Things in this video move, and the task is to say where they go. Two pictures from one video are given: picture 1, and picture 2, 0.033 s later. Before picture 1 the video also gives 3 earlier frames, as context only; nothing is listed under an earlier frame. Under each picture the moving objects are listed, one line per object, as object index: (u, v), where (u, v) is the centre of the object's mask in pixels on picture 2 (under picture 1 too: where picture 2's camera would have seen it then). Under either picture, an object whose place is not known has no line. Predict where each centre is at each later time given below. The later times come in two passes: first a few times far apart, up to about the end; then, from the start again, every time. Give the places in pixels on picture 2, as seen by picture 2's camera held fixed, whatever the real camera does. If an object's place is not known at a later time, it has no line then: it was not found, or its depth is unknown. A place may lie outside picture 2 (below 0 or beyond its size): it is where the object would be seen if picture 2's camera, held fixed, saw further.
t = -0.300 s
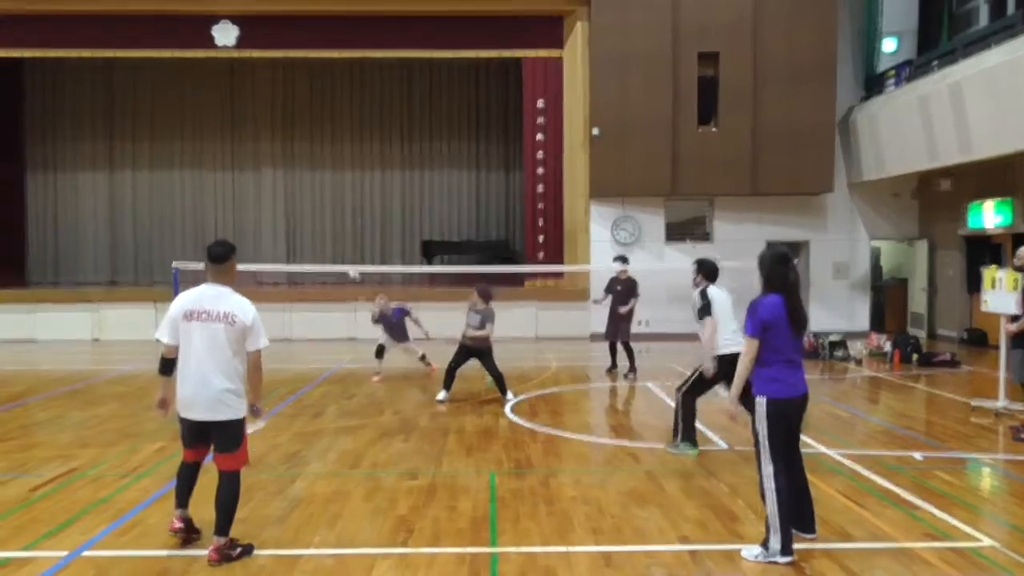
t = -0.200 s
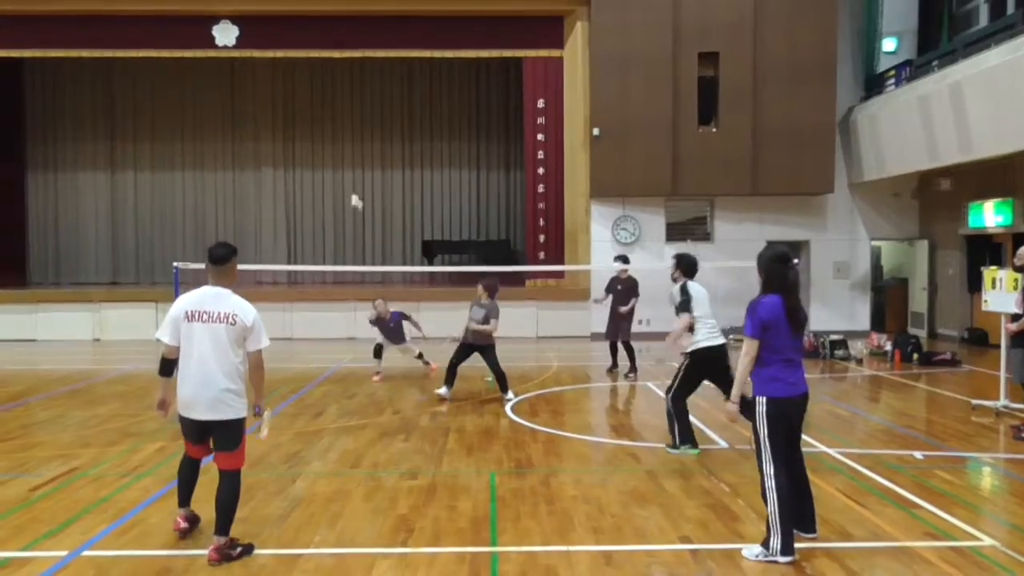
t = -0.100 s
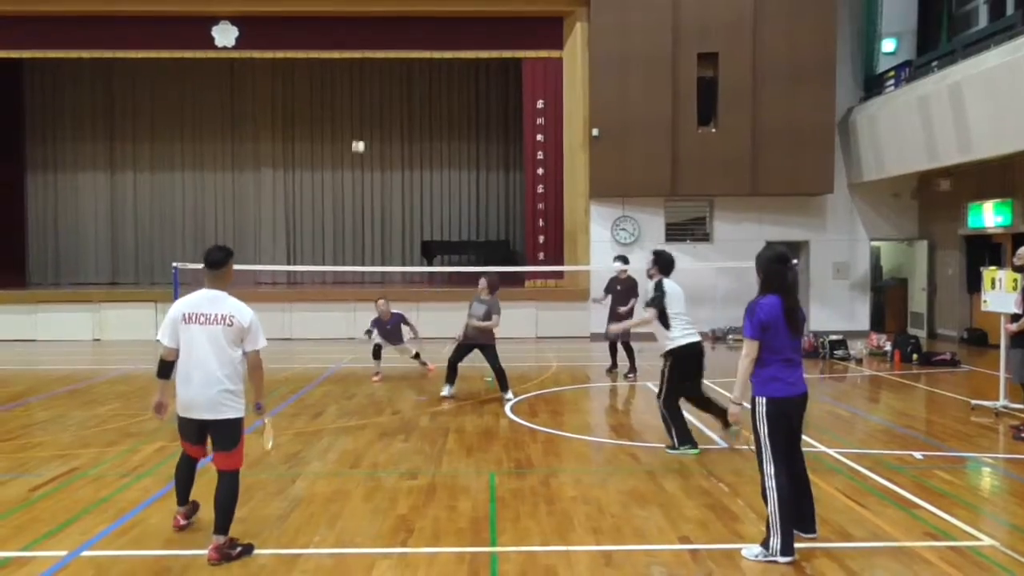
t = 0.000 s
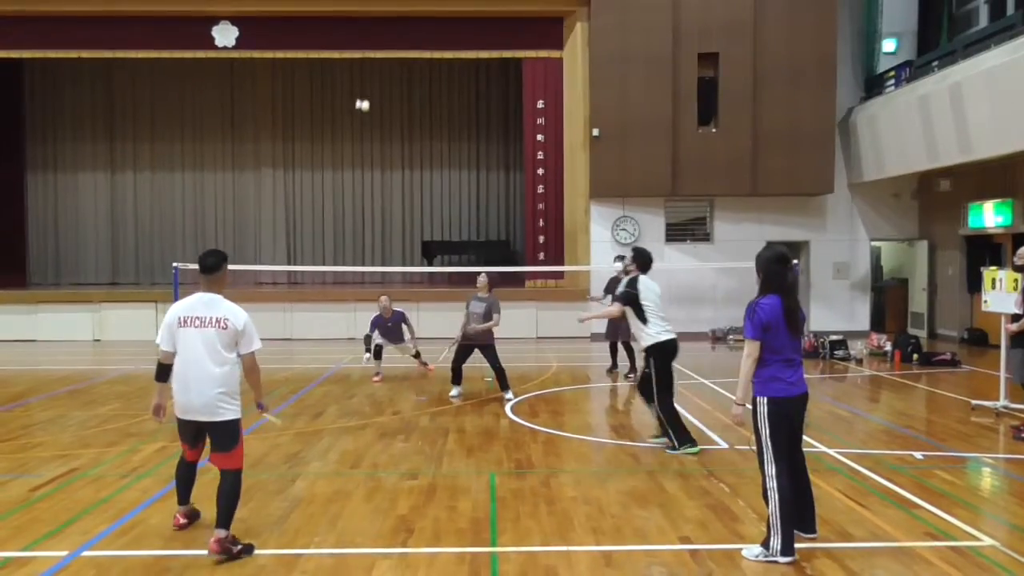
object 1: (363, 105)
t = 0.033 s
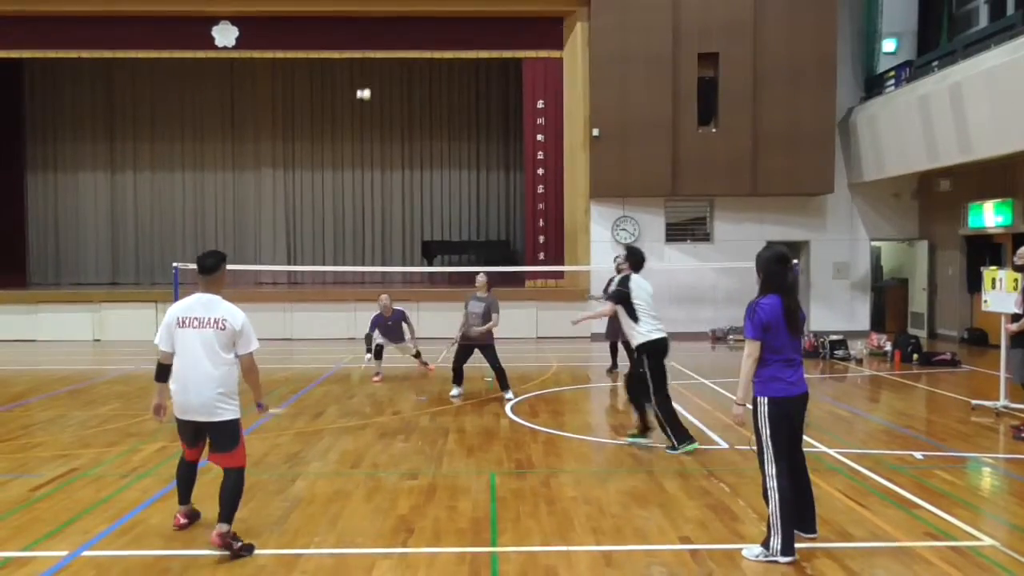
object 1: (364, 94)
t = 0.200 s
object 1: (368, 54)
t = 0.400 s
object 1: (374, 48)
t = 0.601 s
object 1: (378, 90)
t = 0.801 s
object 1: (387, 179)
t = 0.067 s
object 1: (364, 84)
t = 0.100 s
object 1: (366, 76)
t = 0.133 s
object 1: (367, 68)
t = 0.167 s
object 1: (369, 62)
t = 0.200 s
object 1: (368, 54)
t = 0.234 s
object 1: (371, 51)
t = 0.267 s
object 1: (369, 47)
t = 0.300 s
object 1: (370, 46)
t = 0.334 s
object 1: (374, 46)
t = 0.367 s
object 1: (374, 47)
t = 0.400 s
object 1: (374, 48)
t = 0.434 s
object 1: (376, 52)
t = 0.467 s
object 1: (374, 58)
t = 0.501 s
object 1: (375, 65)
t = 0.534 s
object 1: (377, 70)
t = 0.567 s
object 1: (378, 77)
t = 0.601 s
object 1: (378, 90)
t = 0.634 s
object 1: (379, 102)
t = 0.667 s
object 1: (383, 117)
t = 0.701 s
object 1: (384, 131)
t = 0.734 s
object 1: (385, 147)
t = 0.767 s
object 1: (386, 163)
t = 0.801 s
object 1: (387, 179)
